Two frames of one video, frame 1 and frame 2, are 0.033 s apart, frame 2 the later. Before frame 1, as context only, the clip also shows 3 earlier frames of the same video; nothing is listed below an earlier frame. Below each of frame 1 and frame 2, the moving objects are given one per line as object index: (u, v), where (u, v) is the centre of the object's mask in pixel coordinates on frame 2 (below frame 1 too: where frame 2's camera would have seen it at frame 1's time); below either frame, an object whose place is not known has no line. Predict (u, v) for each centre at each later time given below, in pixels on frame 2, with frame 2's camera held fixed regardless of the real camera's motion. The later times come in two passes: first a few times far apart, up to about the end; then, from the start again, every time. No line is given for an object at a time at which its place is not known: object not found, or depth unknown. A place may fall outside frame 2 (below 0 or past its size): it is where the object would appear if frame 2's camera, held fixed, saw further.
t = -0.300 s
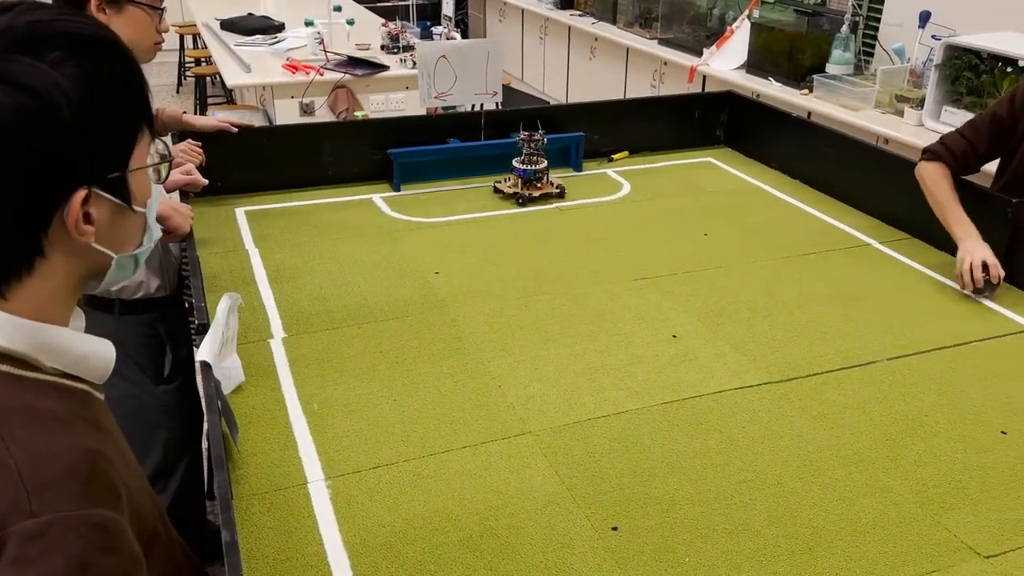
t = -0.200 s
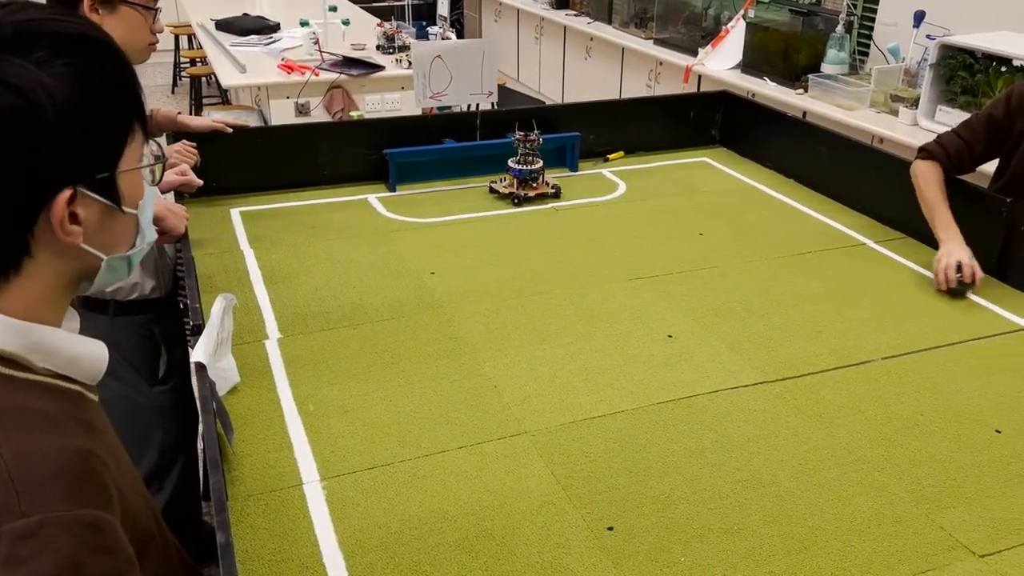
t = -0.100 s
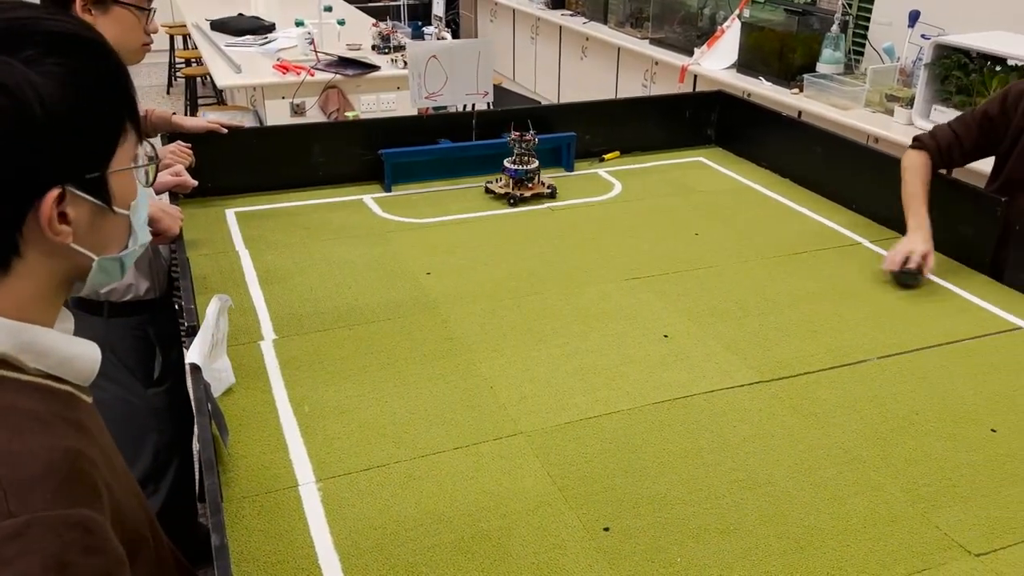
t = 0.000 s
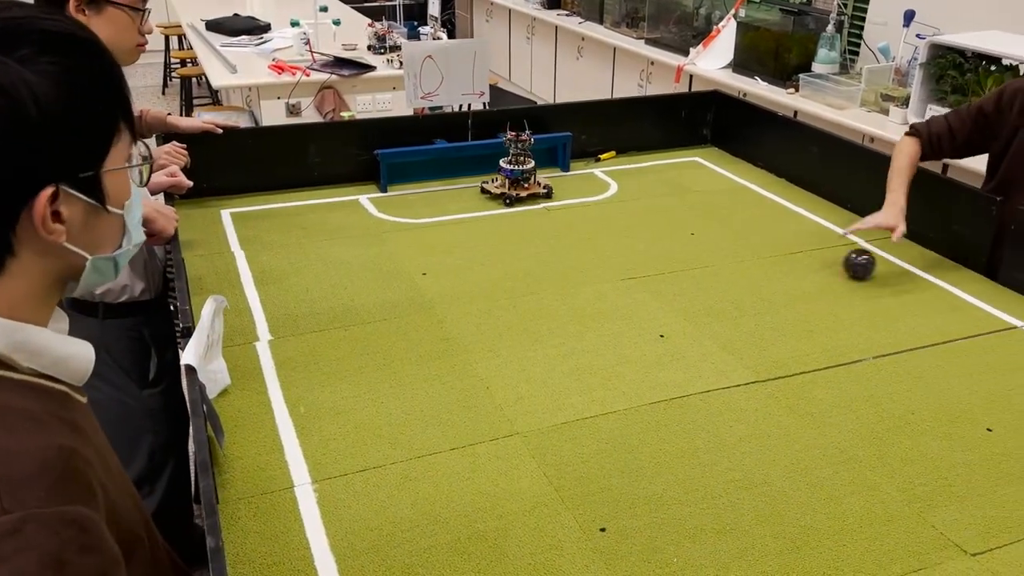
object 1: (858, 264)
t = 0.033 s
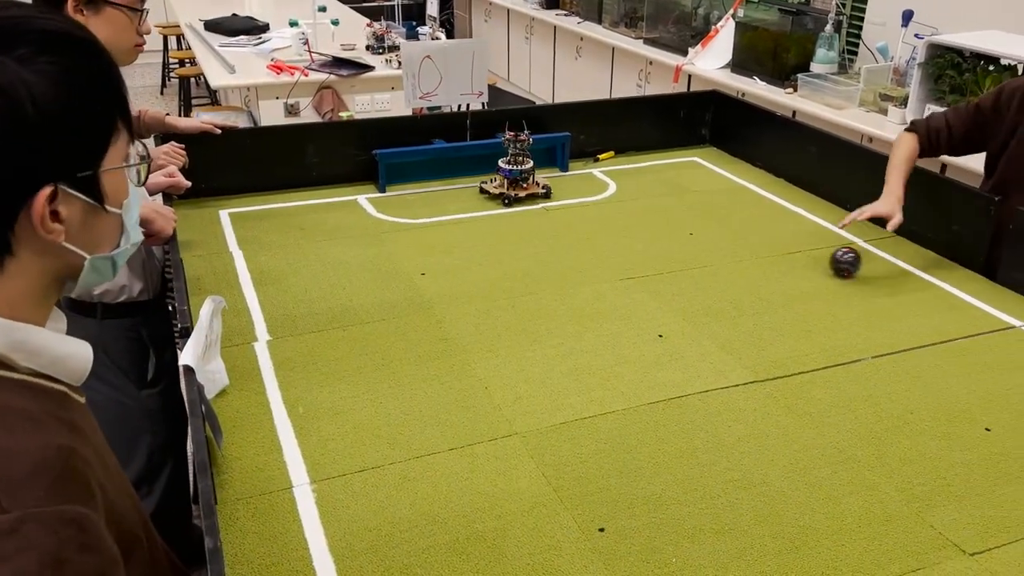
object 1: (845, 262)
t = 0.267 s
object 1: (763, 249)
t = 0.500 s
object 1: (693, 239)
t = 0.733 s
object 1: (632, 231)
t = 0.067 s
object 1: (832, 260)
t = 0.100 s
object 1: (820, 258)
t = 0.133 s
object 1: (808, 256)
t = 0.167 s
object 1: (796, 254)
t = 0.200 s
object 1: (785, 253)
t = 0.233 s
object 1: (774, 251)
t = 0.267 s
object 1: (763, 249)
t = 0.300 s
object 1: (752, 248)
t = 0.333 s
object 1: (742, 246)
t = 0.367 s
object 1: (732, 245)
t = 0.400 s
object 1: (722, 243)
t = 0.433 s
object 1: (712, 242)
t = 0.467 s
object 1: (702, 240)
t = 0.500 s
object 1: (693, 239)
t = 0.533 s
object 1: (683, 238)
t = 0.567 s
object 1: (674, 236)
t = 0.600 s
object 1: (666, 235)
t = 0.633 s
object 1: (657, 234)
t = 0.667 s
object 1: (649, 233)
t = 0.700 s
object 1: (641, 232)
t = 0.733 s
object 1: (632, 231)
